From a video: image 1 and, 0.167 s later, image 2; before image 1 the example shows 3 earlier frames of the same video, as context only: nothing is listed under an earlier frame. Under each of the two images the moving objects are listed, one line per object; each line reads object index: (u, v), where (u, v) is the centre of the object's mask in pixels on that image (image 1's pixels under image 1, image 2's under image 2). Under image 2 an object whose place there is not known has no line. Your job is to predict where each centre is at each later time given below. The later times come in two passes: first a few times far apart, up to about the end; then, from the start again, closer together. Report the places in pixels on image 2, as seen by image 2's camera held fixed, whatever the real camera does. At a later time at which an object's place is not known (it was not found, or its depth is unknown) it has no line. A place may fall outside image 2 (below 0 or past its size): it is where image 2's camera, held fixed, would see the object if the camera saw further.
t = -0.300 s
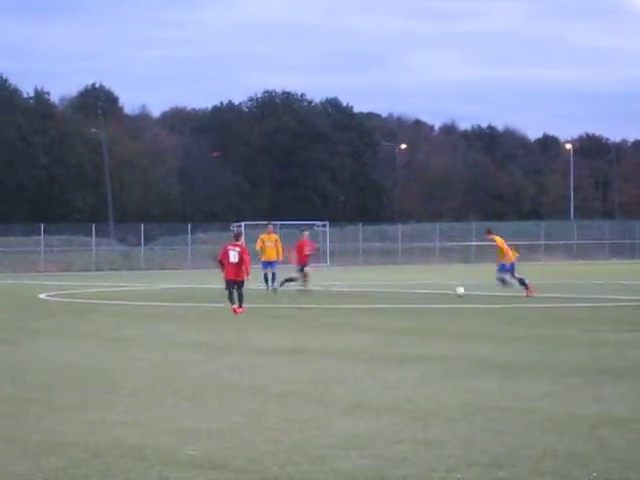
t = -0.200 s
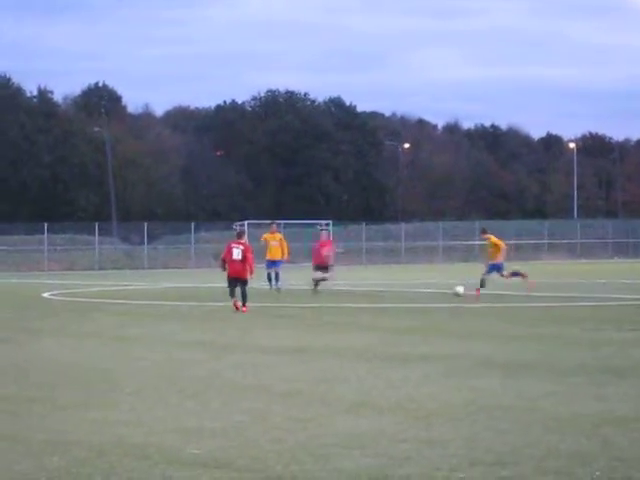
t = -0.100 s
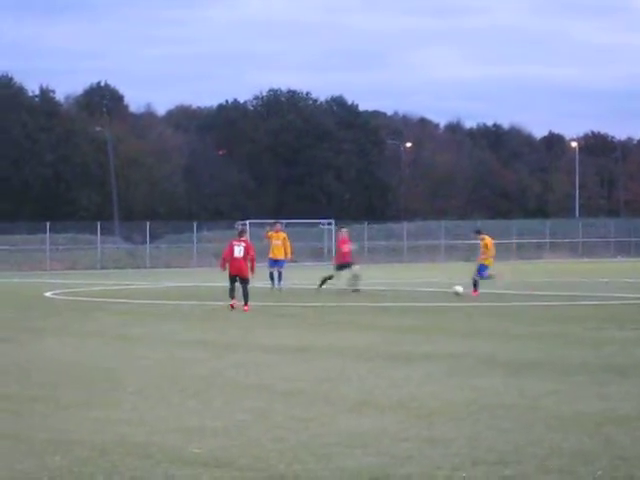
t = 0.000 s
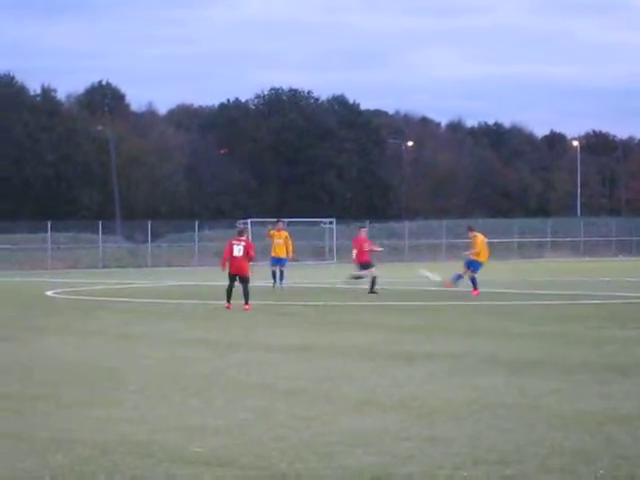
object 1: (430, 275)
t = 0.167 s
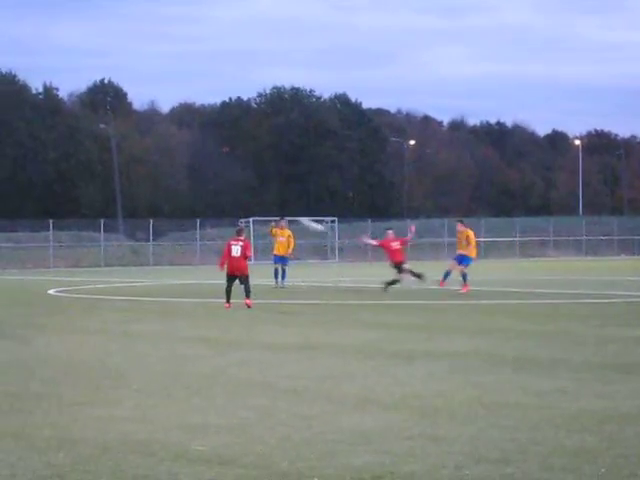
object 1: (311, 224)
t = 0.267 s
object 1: (240, 198)
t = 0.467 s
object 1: (95, 152)
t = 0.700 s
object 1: (-81, 110)
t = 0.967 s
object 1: (-317, 77)
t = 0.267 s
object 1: (240, 198)
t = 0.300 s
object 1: (215, 189)
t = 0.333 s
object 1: (192, 181)
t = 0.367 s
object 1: (168, 174)
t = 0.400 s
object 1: (144, 166)
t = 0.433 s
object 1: (120, 159)
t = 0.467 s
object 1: (95, 152)
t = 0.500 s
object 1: (71, 145)
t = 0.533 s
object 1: (46, 138)
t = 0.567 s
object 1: (21, 132)
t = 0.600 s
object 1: (-5, 126)
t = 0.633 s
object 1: (-30, 120)
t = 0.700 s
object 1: (-81, 110)
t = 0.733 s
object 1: (-109, 105)
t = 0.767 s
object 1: (-138, 100)
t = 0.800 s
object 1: (-167, 95)
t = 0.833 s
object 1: (-196, 91)
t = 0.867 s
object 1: (-224, 87)
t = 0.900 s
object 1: (-255, 84)
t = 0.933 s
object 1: (-286, 81)
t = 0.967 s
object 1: (-317, 77)
